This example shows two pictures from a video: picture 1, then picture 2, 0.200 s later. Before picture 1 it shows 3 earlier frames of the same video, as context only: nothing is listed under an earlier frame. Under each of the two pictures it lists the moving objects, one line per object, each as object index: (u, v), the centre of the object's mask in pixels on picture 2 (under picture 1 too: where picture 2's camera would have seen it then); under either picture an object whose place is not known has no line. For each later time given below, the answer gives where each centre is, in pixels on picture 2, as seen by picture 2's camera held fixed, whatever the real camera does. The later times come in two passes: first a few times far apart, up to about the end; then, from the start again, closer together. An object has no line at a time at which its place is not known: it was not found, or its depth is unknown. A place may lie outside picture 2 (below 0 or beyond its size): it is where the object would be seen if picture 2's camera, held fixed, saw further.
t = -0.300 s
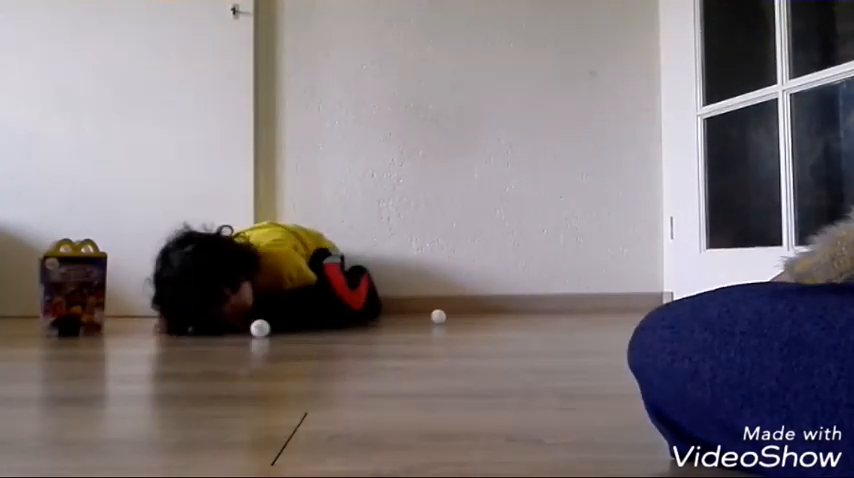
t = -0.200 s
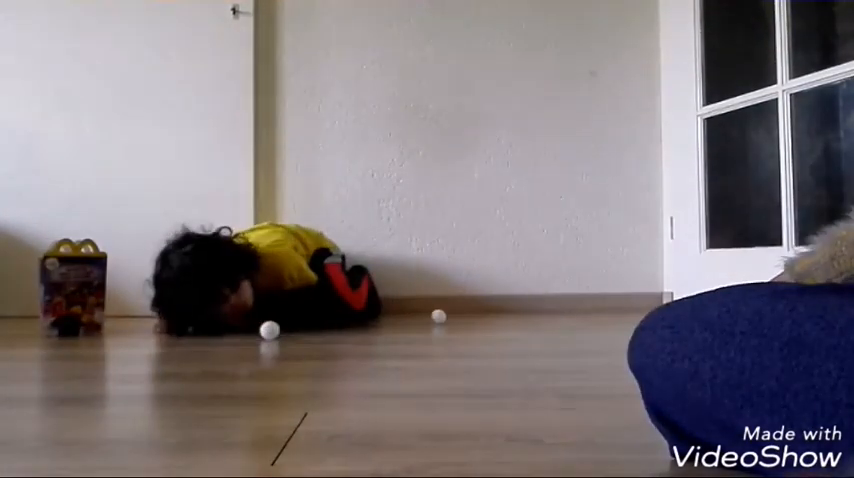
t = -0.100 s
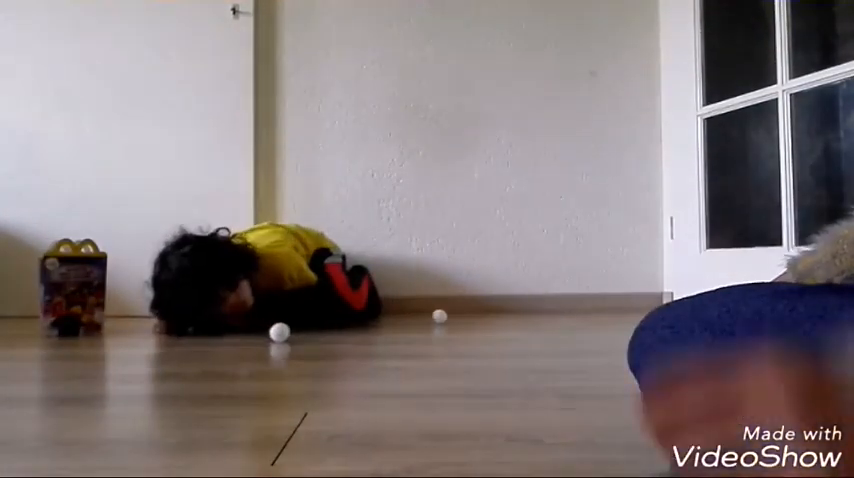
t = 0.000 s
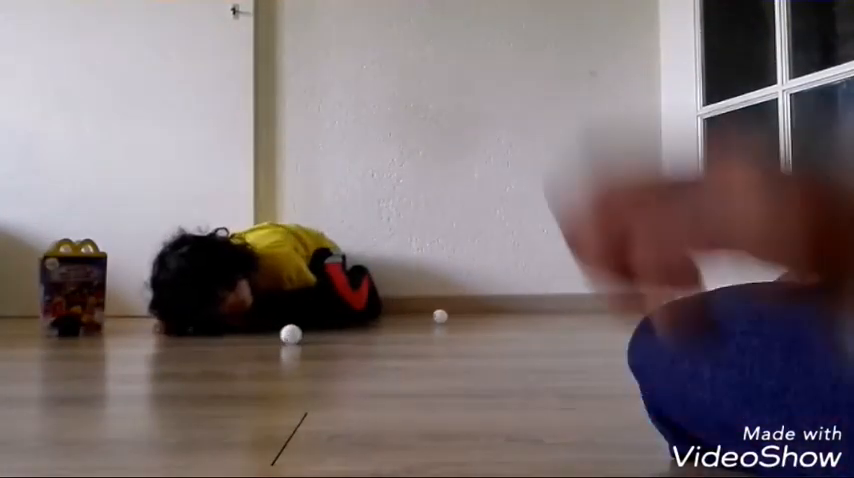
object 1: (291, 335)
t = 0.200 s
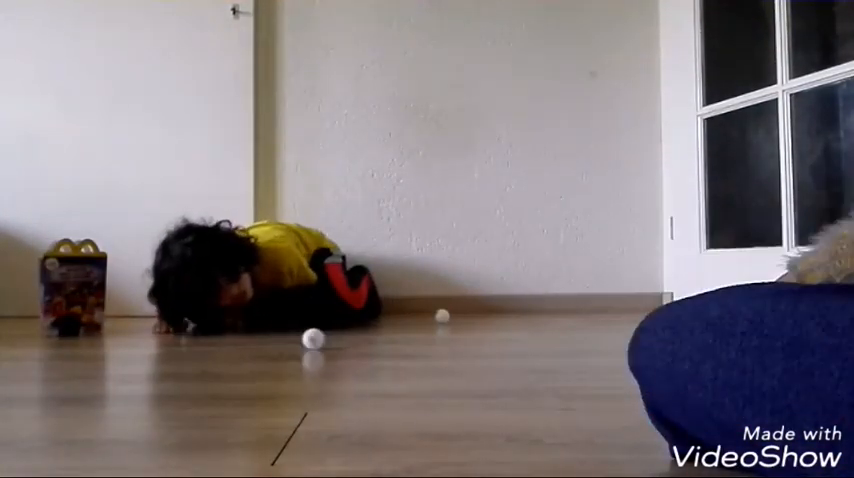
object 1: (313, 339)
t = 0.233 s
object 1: (317, 340)
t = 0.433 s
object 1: (342, 345)
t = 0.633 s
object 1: (369, 350)
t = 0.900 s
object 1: (410, 358)
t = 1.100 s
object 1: (446, 366)
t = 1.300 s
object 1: (483, 374)
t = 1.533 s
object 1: (532, 387)
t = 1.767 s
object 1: (586, 400)
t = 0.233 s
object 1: (317, 340)
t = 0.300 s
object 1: (325, 341)
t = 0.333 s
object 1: (329, 342)
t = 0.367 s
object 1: (333, 343)
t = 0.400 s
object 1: (337, 344)
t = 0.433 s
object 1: (342, 345)
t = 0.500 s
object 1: (351, 346)
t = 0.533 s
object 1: (356, 348)
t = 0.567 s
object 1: (360, 348)
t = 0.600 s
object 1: (364, 349)
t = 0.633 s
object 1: (369, 350)
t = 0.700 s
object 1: (379, 352)
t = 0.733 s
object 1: (384, 353)
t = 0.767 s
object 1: (390, 354)
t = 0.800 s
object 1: (395, 355)
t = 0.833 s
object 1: (400, 356)
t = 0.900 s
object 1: (410, 358)
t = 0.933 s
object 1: (416, 359)
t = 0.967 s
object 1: (422, 361)
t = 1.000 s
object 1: (428, 362)
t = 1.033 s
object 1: (433, 363)
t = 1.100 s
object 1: (446, 366)
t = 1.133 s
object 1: (451, 367)
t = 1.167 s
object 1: (457, 369)
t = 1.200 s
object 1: (463, 370)
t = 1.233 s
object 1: (470, 371)
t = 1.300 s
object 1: (483, 374)
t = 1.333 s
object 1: (490, 376)
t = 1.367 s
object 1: (497, 378)
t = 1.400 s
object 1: (504, 379)
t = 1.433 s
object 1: (509, 381)
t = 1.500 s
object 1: (525, 385)
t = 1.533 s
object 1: (532, 387)
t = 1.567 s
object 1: (537, 388)
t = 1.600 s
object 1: (544, 389)
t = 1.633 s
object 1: (552, 391)
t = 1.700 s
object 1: (568, 396)
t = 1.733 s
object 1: (576, 398)
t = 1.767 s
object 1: (586, 400)
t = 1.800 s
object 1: (593, 402)
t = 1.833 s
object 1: (602, 405)
